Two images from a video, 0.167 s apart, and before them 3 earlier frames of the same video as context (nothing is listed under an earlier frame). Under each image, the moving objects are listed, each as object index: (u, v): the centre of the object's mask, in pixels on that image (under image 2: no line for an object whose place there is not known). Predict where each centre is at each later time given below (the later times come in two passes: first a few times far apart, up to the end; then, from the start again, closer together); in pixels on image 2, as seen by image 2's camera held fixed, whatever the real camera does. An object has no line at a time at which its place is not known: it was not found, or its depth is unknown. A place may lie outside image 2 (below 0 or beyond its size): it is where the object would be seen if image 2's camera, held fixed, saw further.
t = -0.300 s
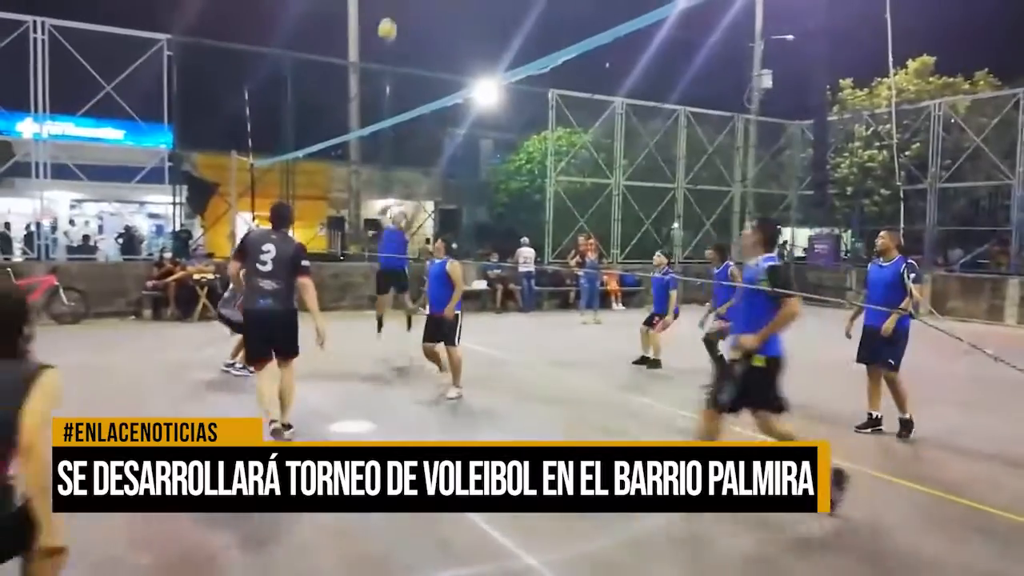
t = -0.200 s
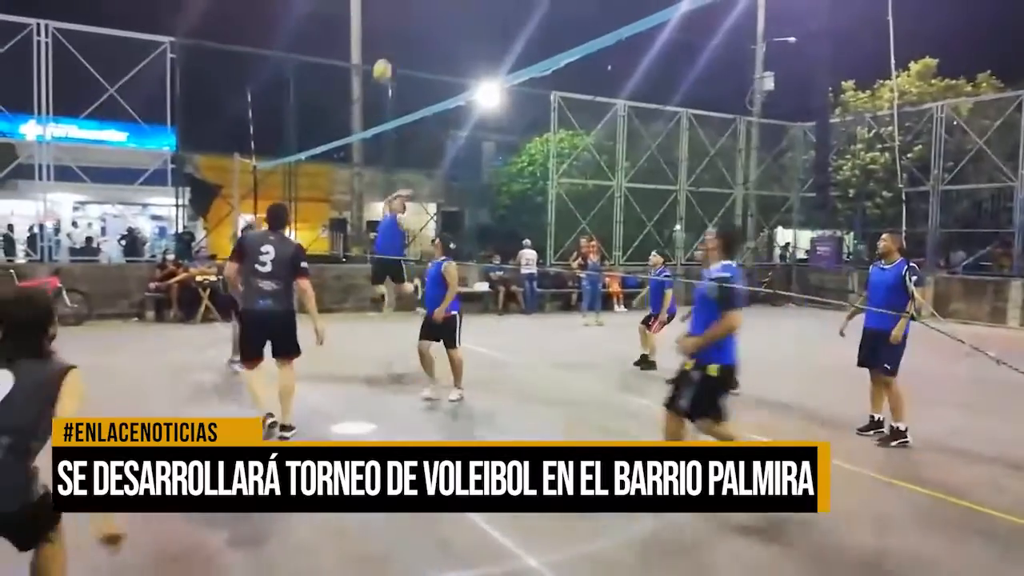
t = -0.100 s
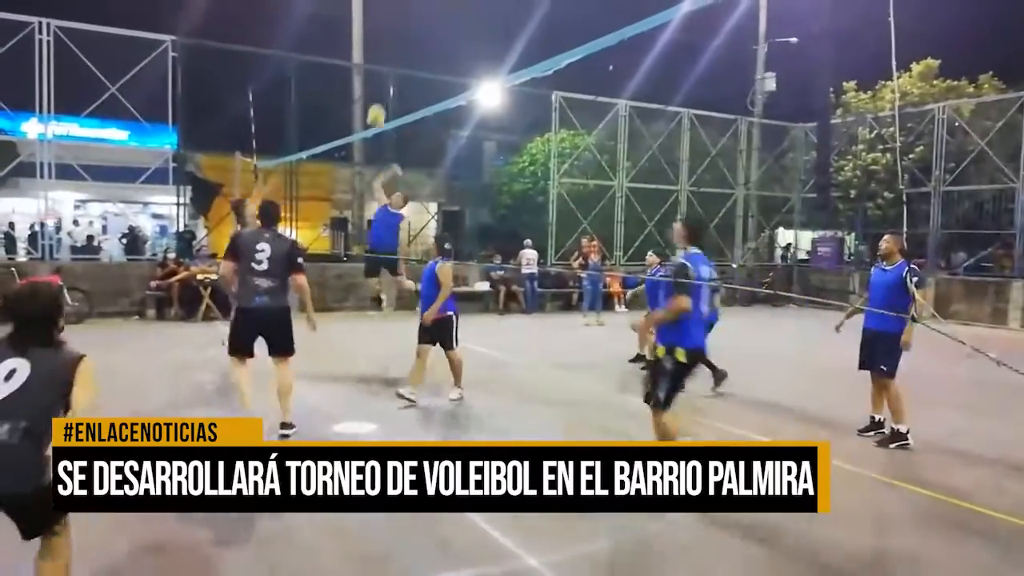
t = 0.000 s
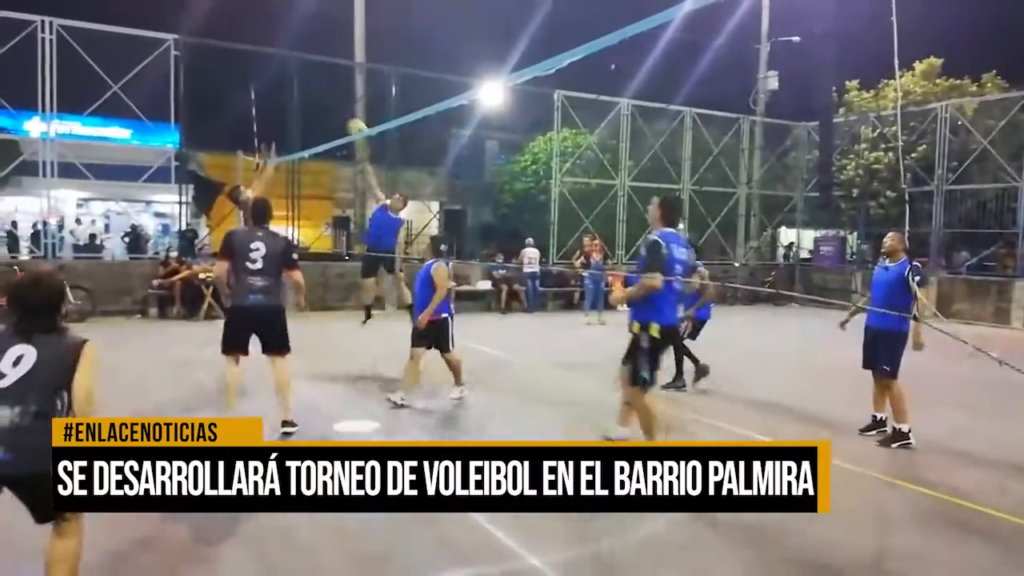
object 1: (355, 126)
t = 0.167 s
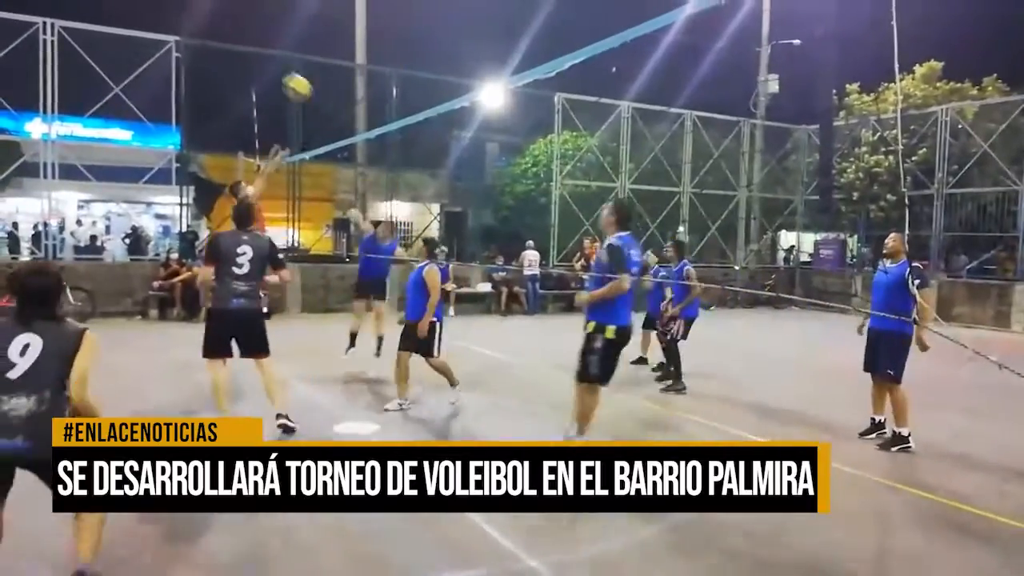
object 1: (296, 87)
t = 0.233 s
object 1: (264, 70)
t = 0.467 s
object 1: (89, 42)
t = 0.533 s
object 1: (11, 47)
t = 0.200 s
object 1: (282, 78)
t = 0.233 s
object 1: (264, 70)
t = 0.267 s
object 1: (246, 63)
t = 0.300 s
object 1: (226, 56)
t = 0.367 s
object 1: (180, 48)
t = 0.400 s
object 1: (153, 45)
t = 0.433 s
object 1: (122, 42)
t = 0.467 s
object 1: (89, 42)
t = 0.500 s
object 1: (53, 44)
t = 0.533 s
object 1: (11, 47)
